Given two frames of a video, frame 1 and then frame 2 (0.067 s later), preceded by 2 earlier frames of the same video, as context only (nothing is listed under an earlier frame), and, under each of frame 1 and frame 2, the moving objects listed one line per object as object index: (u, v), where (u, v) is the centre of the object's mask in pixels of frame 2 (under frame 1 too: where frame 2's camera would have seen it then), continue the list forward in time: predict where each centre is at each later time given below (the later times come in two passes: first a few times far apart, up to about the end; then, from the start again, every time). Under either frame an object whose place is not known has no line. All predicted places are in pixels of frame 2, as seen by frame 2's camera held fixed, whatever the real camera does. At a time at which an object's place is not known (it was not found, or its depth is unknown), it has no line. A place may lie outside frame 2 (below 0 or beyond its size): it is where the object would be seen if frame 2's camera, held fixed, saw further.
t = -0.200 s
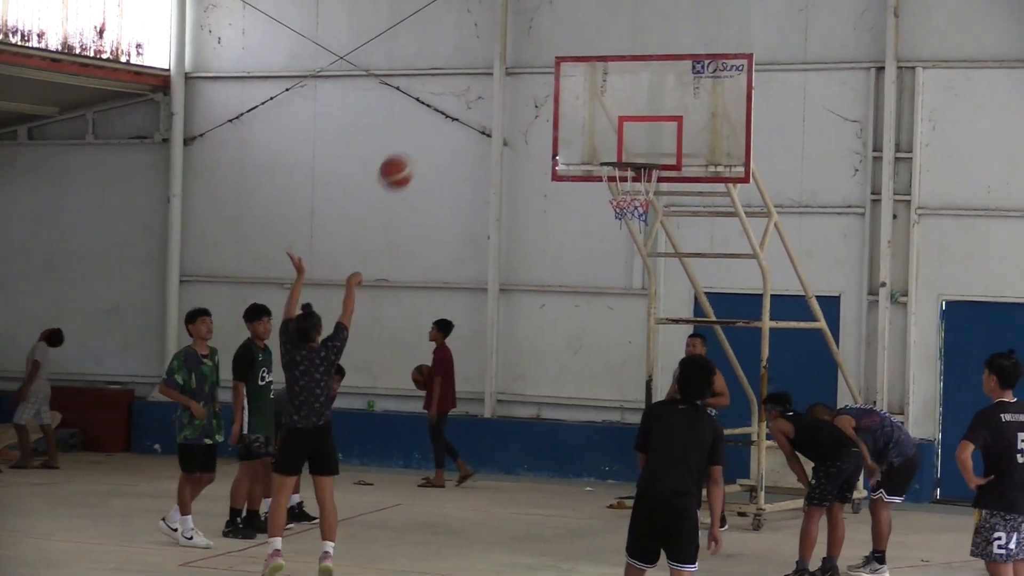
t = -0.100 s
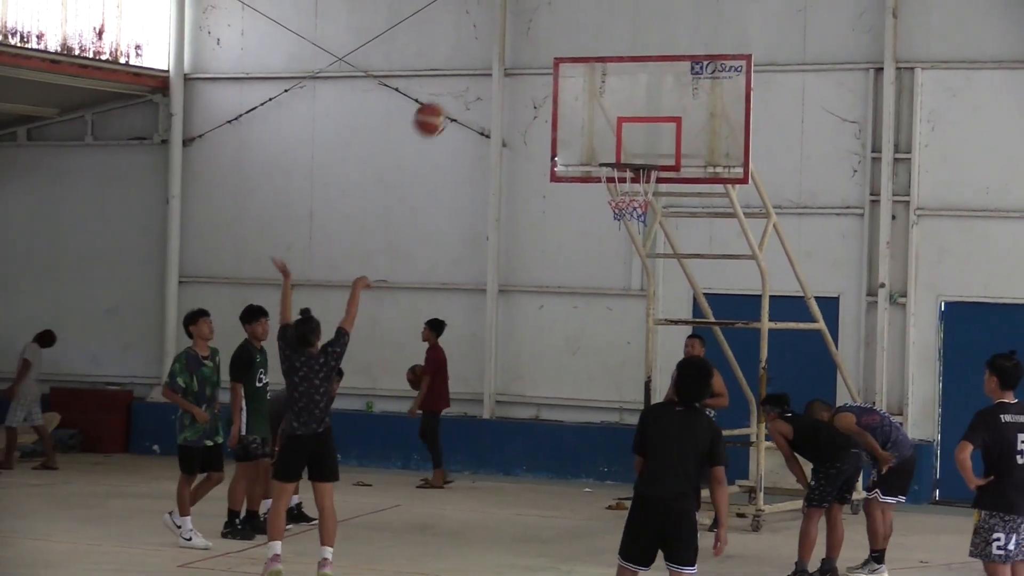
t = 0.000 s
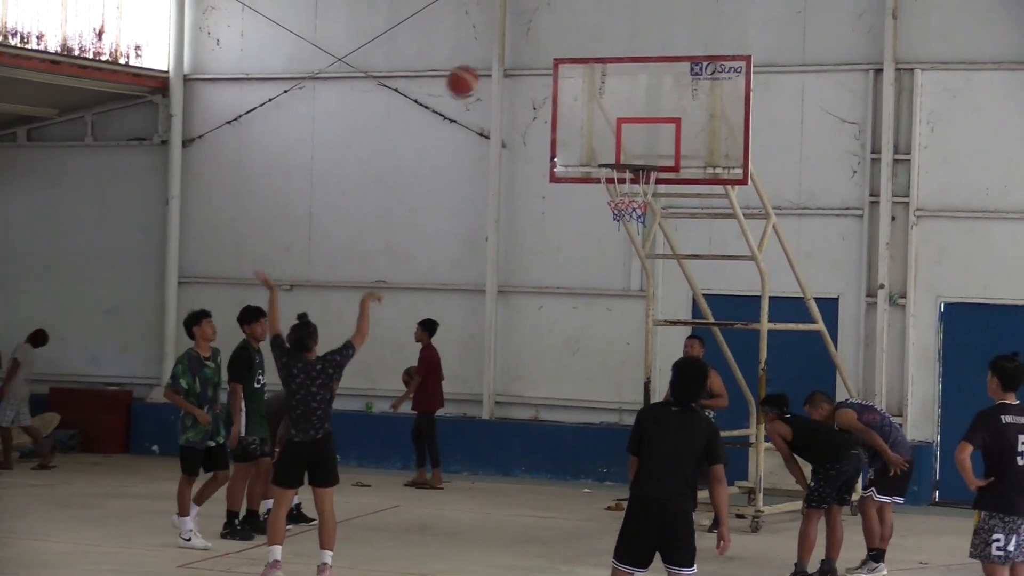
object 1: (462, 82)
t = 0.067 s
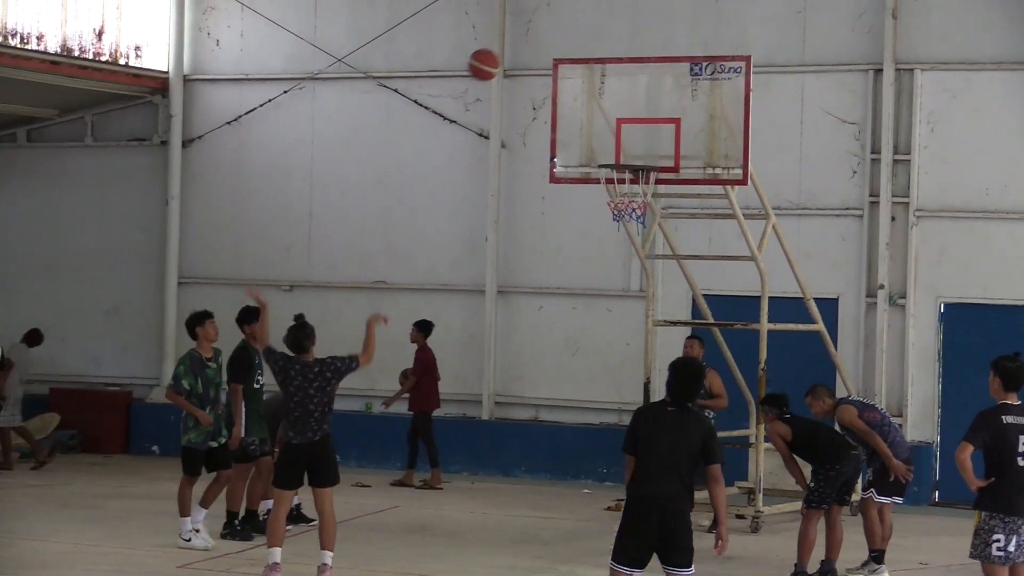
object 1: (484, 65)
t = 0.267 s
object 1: (543, 48)
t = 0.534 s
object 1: (611, 103)
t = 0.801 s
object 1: (639, 146)
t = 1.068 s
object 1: (599, 125)
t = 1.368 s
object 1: (547, 200)
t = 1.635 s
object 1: (498, 357)
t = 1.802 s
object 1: (464, 499)
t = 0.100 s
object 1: (494, 58)
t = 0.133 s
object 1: (504, 53)
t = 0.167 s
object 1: (514, 50)
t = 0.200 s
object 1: (524, 48)
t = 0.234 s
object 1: (534, 47)
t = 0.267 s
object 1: (543, 48)
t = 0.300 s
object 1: (551, 50)
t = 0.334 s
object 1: (561, 54)
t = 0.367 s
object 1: (569, 59)
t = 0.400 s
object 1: (578, 65)
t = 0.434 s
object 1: (586, 74)
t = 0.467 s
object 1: (595, 81)
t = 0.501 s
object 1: (603, 92)
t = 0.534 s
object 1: (611, 103)
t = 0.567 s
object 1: (619, 115)
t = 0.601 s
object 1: (627, 129)
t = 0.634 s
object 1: (636, 144)
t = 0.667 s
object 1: (640, 153)
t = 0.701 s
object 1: (641, 153)
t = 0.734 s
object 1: (643, 154)
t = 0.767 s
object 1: (642, 153)
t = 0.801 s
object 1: (639, 146)
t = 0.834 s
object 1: (636, 140)
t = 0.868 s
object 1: (633, 134)
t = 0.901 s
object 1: (627, 129)
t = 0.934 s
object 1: (621, 126)
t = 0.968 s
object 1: (616, 124)
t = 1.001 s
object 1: (611, 123)
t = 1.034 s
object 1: (605, 123)
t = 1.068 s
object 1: (599, 125)
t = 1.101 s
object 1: (593, 128)
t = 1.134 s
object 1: (588, 133)
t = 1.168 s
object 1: (582, 139)
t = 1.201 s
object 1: (576, 146)
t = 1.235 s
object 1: (570, 154)
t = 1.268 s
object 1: (566, 163)
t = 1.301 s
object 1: (559, 174)
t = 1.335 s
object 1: (553, 186)
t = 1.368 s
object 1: (547, 200)
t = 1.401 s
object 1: (542, 215)
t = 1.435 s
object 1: (535, 231)
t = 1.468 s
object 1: (529, 249)
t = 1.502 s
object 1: (523, 267)
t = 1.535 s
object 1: (516, 289)
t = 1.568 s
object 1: (511, 310)
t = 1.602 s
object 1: (505, 334)
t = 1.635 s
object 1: (498, 357)
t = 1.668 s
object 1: (492, 382)
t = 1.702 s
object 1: (486, 409)
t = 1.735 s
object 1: (479, 438)
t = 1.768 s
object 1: (473, 466)
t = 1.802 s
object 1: (464, 499)
